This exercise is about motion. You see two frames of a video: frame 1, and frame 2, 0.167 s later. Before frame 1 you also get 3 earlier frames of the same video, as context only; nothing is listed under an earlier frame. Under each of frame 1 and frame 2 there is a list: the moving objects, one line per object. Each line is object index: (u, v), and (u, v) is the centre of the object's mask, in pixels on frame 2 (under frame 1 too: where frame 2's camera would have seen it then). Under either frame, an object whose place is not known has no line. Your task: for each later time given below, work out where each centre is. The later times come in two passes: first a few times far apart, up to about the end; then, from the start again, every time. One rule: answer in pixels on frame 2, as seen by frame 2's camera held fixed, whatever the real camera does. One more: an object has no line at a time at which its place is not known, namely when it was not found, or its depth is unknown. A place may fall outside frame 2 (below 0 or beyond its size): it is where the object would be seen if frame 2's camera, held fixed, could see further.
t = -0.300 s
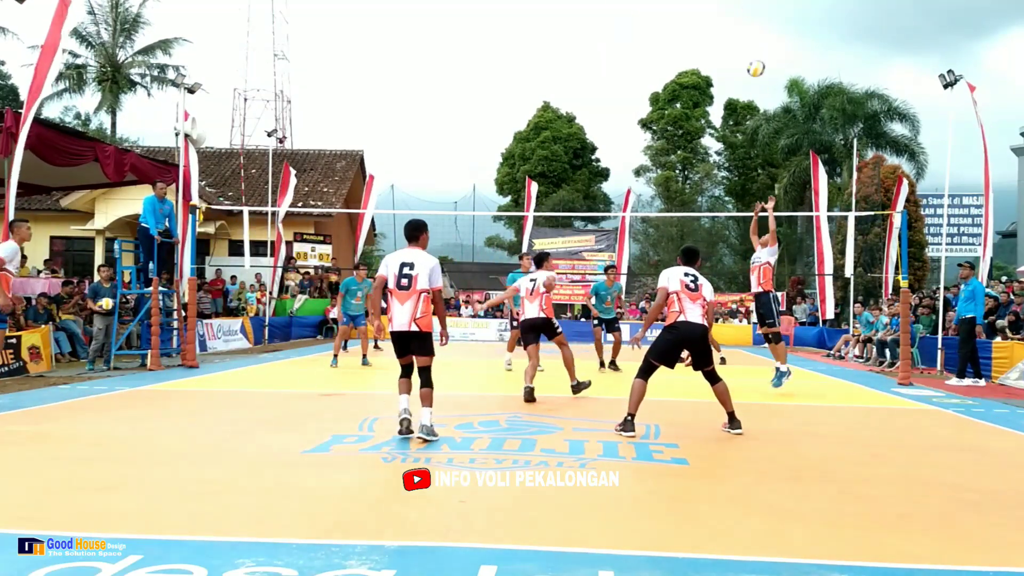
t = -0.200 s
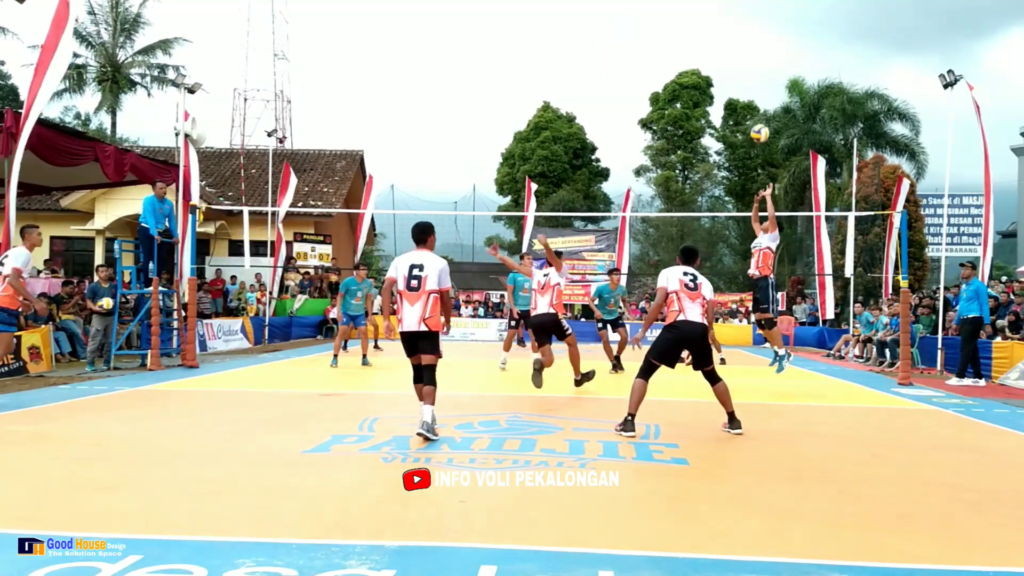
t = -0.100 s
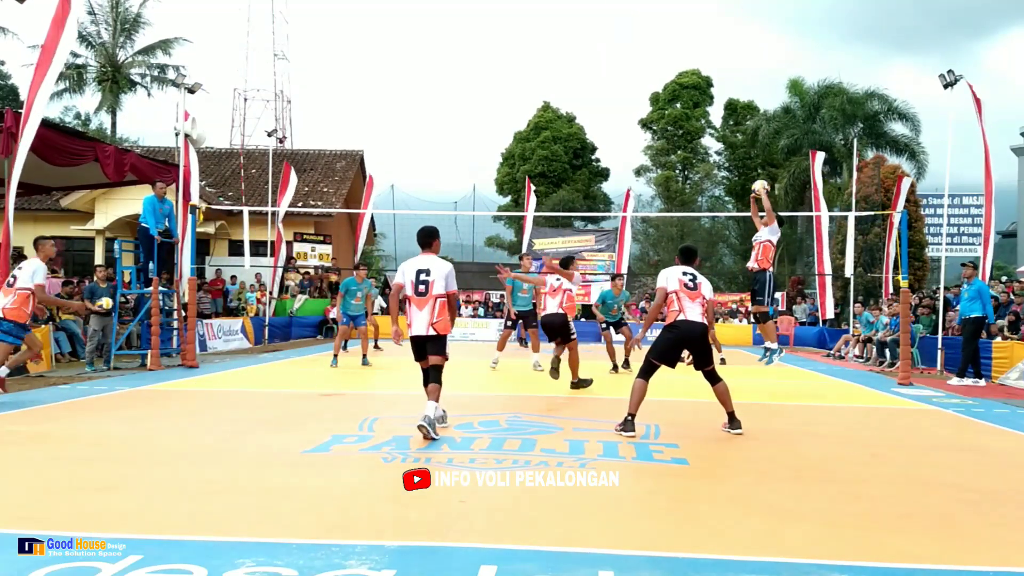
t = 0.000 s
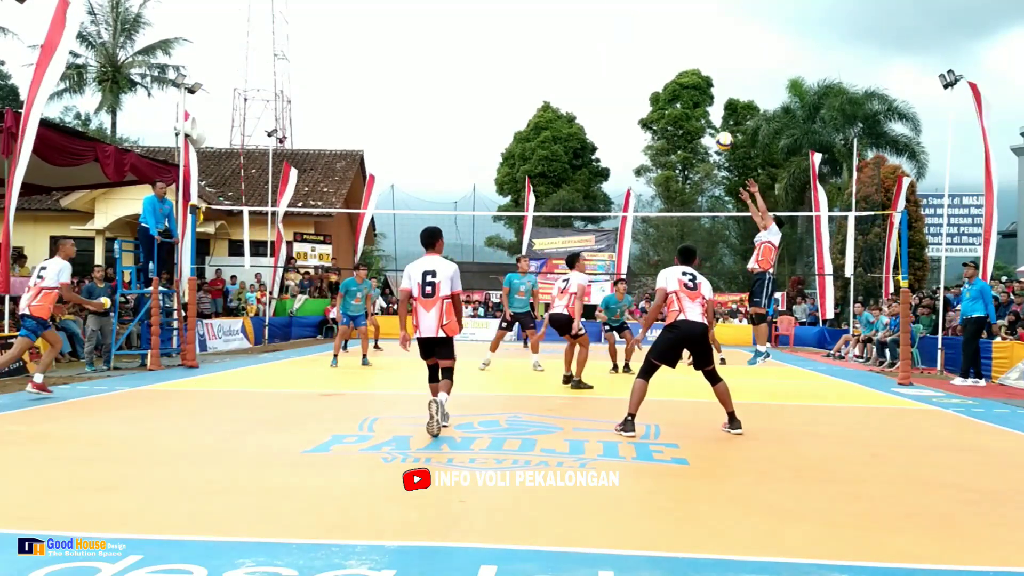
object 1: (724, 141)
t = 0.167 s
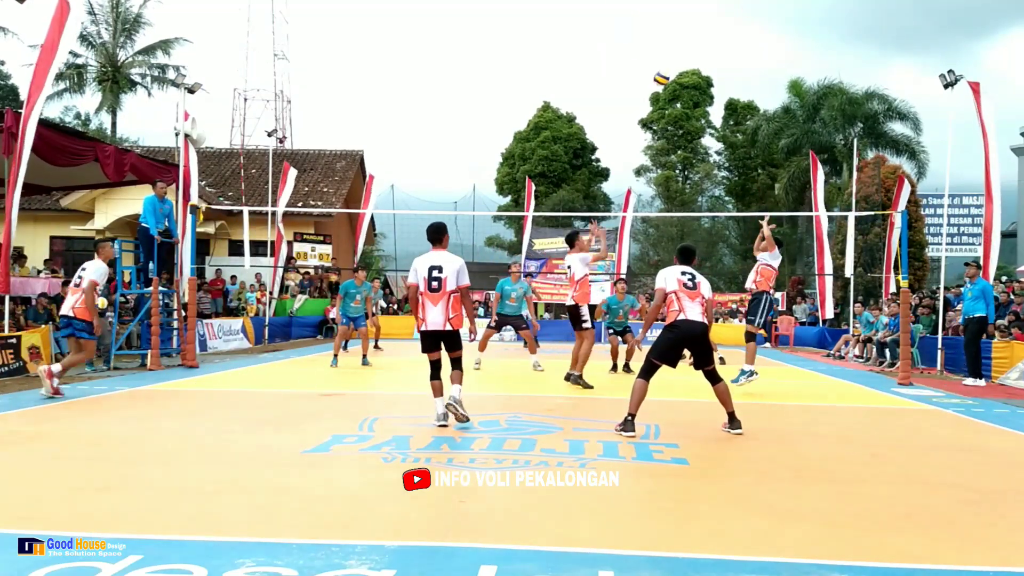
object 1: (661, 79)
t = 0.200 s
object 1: (649, 69)
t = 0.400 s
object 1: (580, 31)
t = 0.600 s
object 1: (516, 27)
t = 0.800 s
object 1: (456, 50)
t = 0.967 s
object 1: (408, 89)
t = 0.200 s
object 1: (649, 69)
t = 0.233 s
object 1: (637, 61)
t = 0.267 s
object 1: (625, 53)
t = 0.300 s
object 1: (614, 46)
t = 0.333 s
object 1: (602, 40)
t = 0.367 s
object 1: (591, 35)
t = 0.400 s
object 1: (580, 31)
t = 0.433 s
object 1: (569, 29)
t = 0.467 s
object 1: (558, 27)
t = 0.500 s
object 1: (547, 26)
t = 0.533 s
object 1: (537, 25)
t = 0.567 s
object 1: (526, 26)
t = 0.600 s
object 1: (516, 27)
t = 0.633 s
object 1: (506, 29)
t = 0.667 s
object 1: (496, 32)
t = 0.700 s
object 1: (486, 35)
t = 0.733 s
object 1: (476, 40)
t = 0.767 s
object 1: (466, 44)
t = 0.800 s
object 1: (456, 50)
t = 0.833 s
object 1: (446, 57)
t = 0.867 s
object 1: (436, 64)
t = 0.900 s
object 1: (427, 71)
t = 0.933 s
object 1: (418, 80)
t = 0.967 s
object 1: (408, 89)
